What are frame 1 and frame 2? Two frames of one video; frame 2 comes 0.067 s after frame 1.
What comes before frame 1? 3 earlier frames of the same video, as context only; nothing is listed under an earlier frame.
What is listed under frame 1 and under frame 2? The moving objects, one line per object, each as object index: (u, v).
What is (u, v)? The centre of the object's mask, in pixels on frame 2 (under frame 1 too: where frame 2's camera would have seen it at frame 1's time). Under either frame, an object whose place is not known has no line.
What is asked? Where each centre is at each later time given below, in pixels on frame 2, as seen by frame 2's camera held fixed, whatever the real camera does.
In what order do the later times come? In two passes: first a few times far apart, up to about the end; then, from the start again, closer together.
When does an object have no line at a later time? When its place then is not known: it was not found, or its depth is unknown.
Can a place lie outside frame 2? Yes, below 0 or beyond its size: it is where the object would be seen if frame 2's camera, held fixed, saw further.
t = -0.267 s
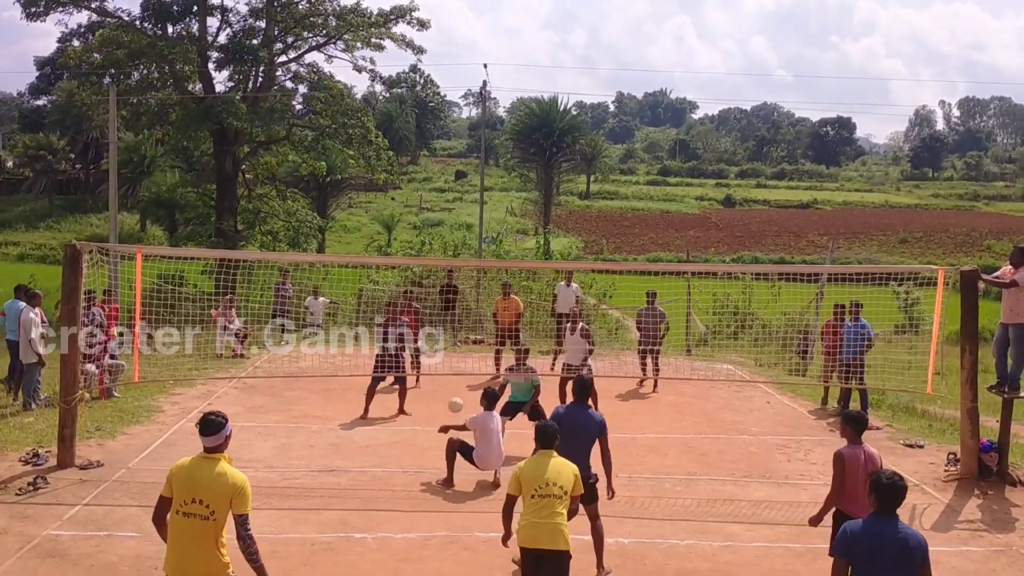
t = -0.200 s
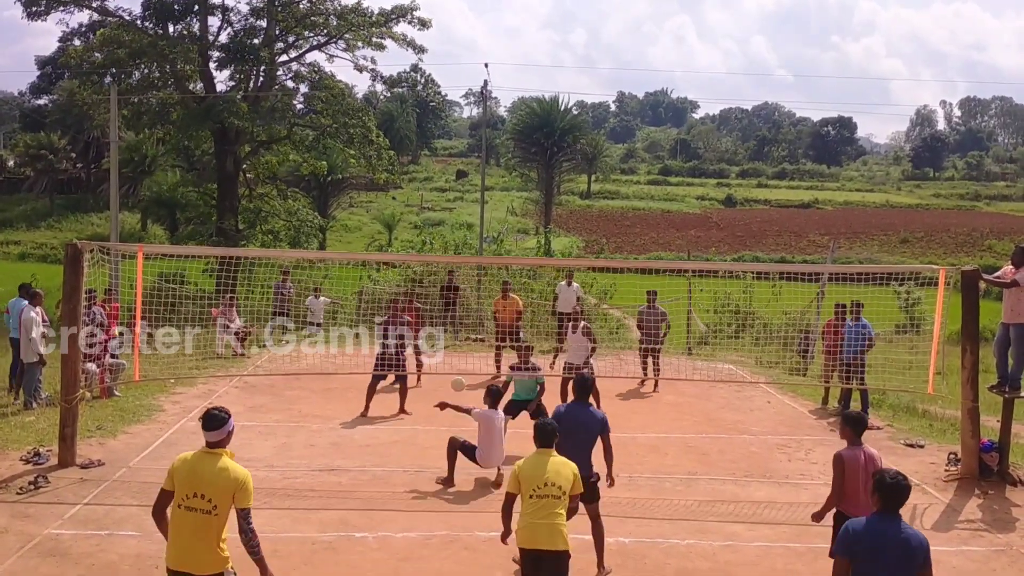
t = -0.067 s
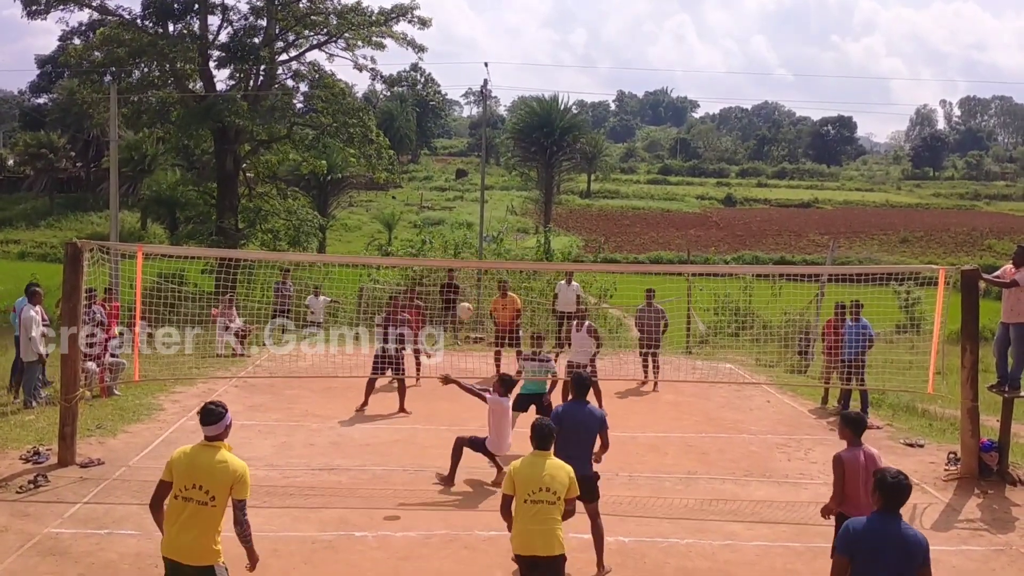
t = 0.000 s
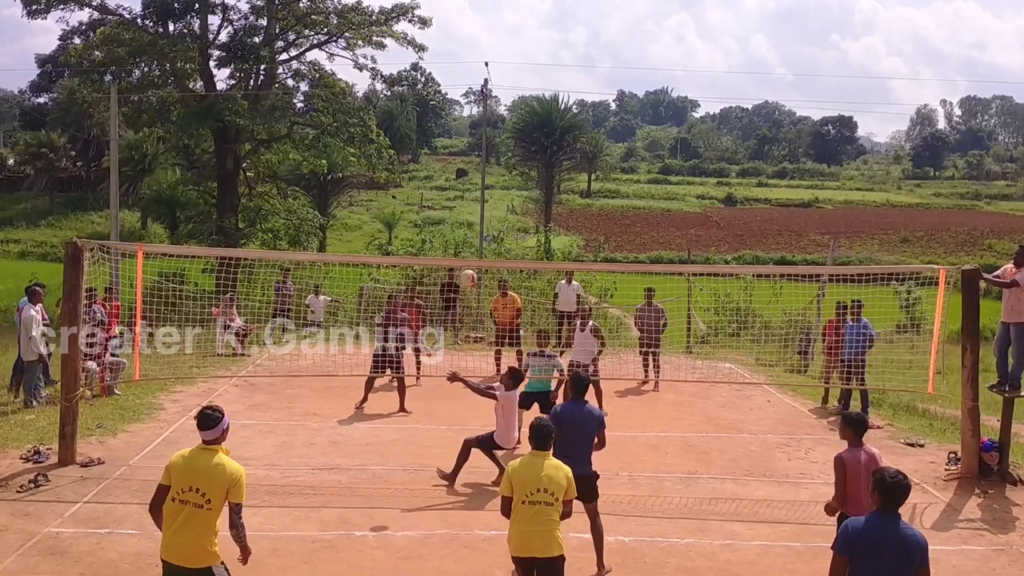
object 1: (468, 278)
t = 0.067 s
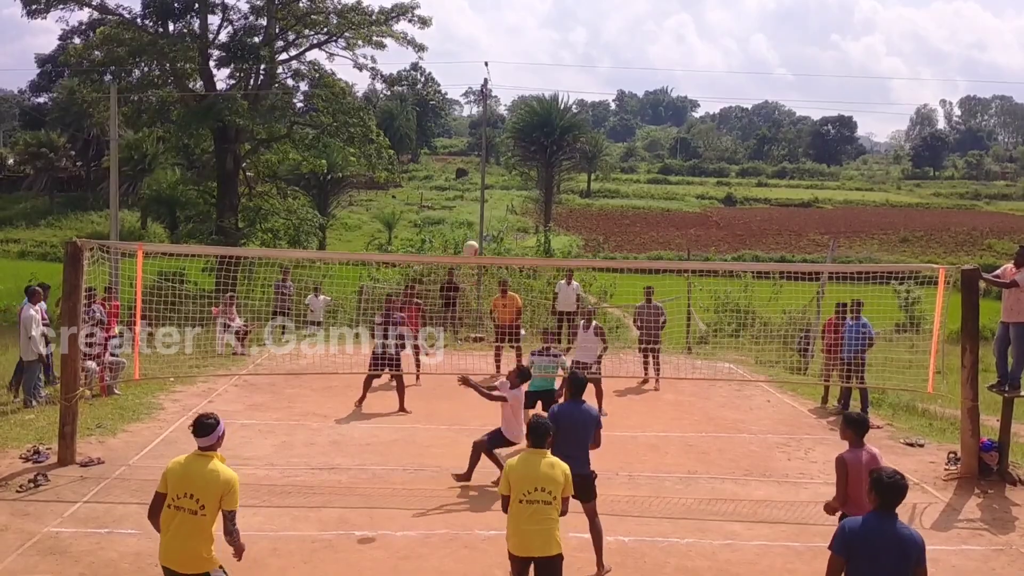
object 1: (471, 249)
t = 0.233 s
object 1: (477, 192)
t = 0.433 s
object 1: (483, 156)
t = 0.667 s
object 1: (486, 166)
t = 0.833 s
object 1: (486, 214)
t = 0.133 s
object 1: (474, 223)
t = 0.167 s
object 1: (475, 212)
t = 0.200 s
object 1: (477, 202)
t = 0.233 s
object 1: (477, 192)
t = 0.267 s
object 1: (478, 184)
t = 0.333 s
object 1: (480, 170)
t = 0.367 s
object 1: (481, 164)
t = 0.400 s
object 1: (482, 160)
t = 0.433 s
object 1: (483, 156)
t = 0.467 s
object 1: (483, 155)
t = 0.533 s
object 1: (484, 154)
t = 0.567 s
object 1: (485, 155)
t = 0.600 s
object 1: (485, 158)
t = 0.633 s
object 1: (485, 161)
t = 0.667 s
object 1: (486, 166)
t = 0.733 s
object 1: (486, 181)
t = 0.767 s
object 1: (486, 191)
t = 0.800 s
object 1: (486, 201)
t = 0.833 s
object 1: (486, 214)
